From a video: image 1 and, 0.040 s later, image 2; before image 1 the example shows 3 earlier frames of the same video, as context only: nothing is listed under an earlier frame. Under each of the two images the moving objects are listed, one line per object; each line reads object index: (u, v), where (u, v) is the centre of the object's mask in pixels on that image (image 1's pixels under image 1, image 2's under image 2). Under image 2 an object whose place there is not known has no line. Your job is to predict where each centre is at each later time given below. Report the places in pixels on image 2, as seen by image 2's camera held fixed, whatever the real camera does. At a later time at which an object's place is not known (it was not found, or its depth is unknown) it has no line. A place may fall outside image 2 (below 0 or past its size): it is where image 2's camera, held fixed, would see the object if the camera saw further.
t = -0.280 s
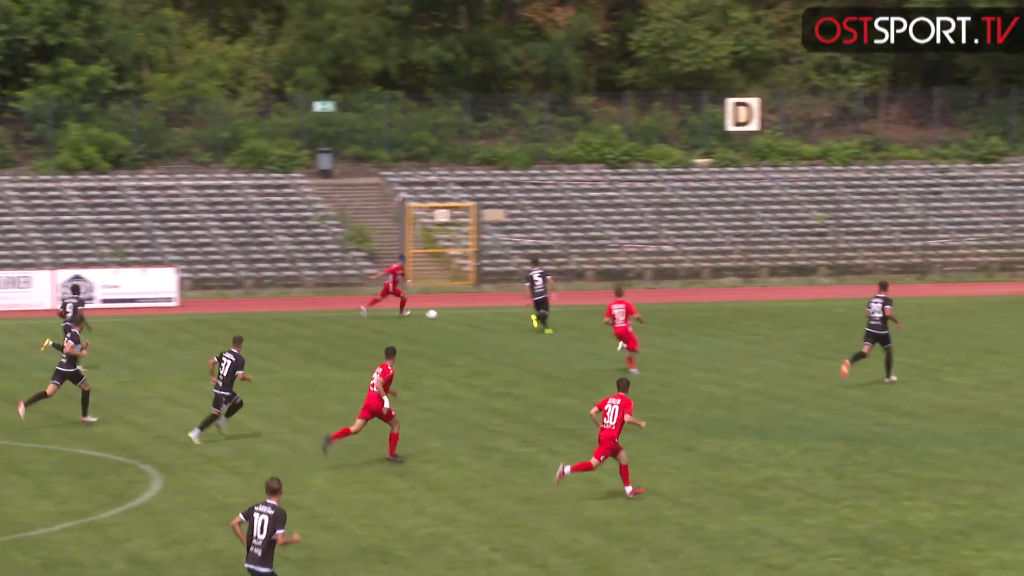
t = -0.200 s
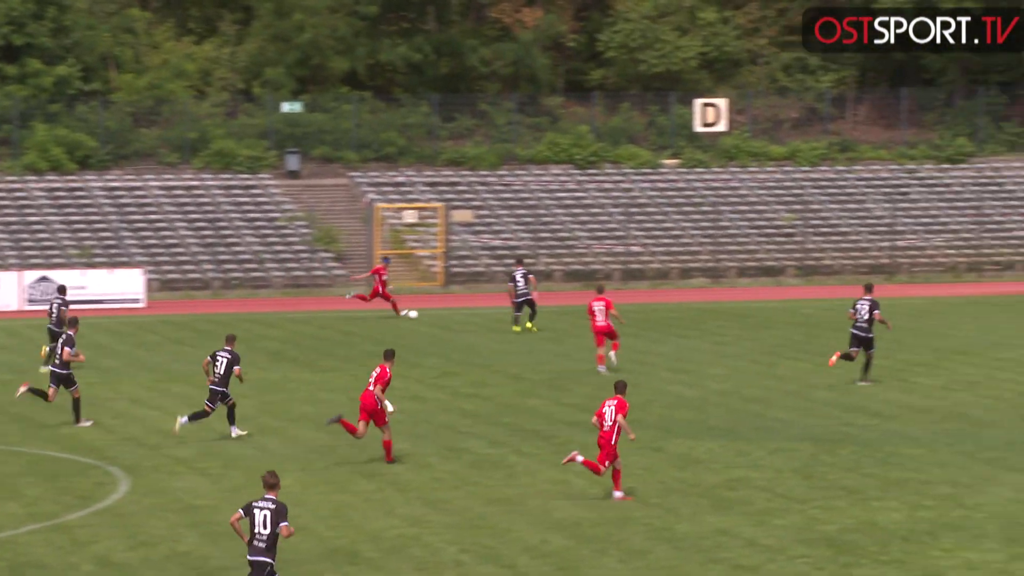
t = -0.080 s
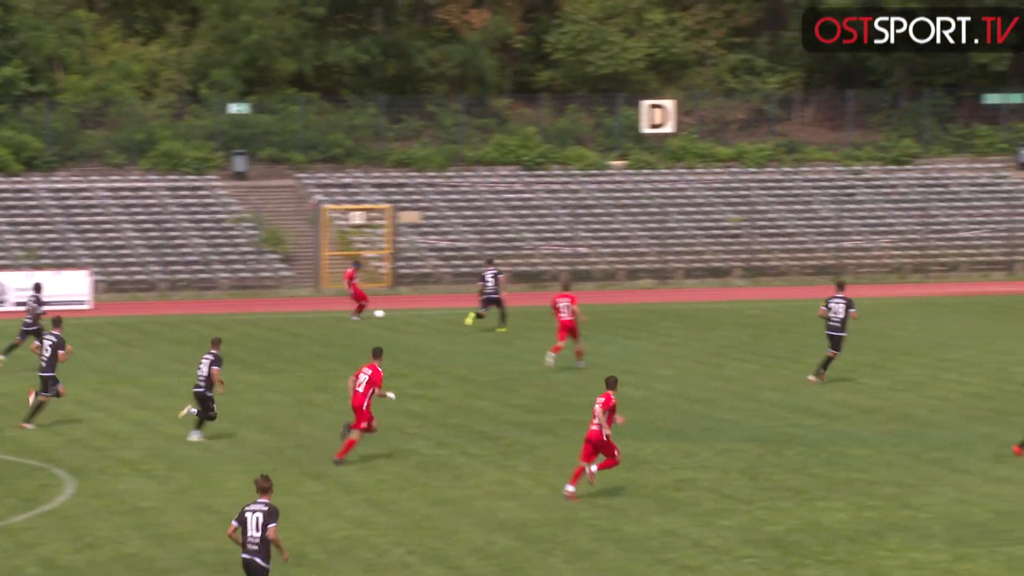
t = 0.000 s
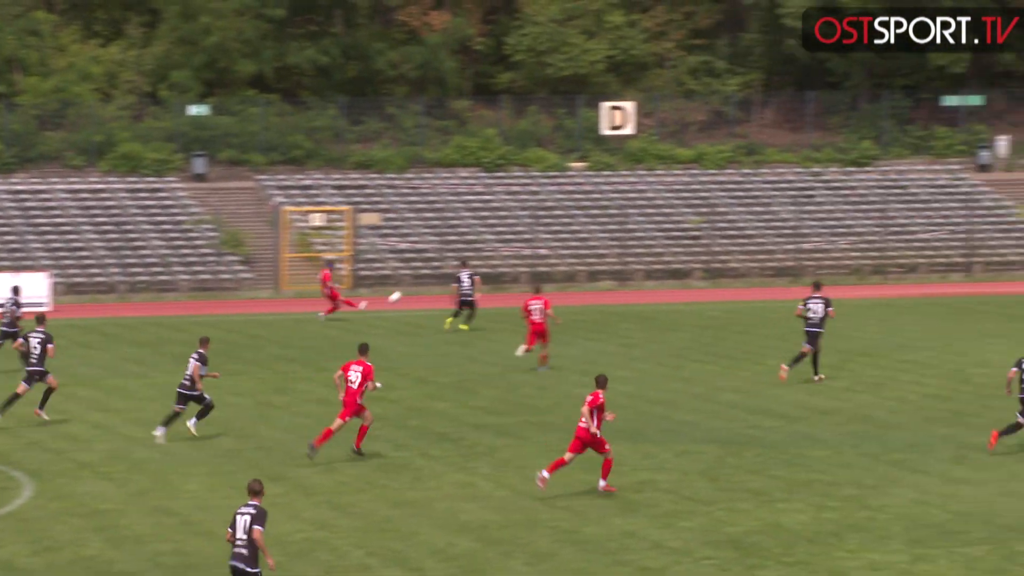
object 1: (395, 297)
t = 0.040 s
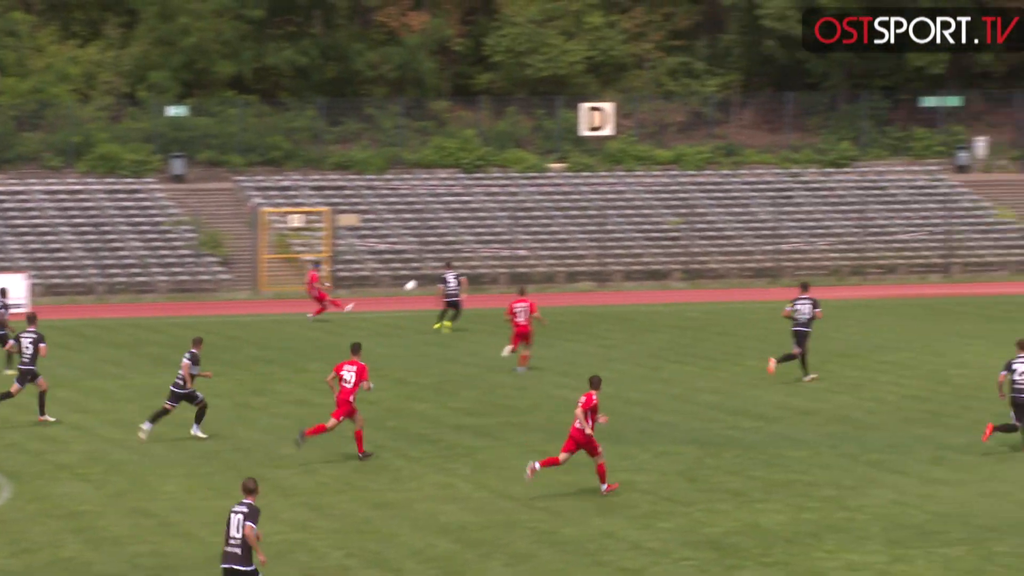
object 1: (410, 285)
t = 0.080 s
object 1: (435, 274)
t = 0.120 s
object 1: (464, 263)
